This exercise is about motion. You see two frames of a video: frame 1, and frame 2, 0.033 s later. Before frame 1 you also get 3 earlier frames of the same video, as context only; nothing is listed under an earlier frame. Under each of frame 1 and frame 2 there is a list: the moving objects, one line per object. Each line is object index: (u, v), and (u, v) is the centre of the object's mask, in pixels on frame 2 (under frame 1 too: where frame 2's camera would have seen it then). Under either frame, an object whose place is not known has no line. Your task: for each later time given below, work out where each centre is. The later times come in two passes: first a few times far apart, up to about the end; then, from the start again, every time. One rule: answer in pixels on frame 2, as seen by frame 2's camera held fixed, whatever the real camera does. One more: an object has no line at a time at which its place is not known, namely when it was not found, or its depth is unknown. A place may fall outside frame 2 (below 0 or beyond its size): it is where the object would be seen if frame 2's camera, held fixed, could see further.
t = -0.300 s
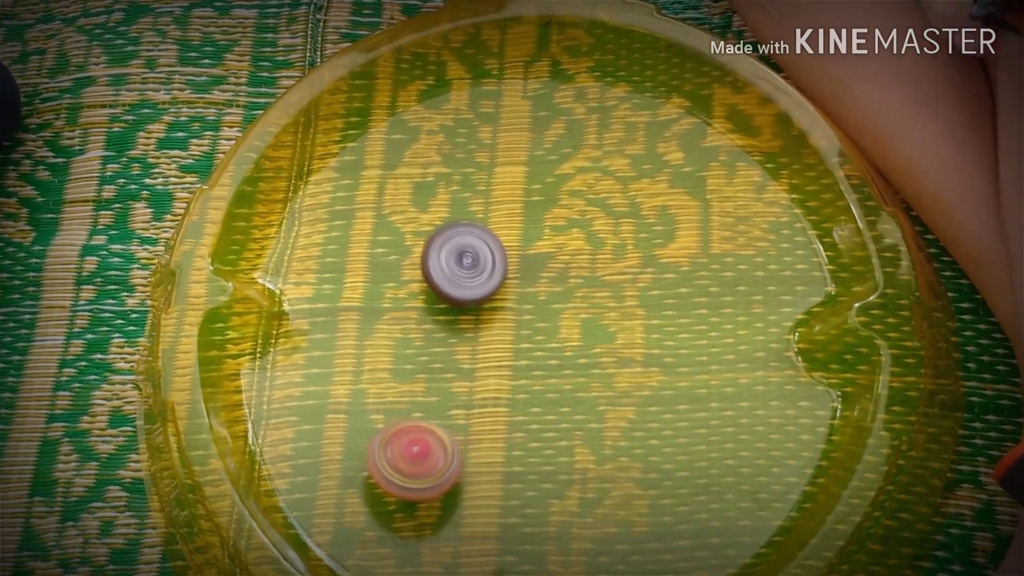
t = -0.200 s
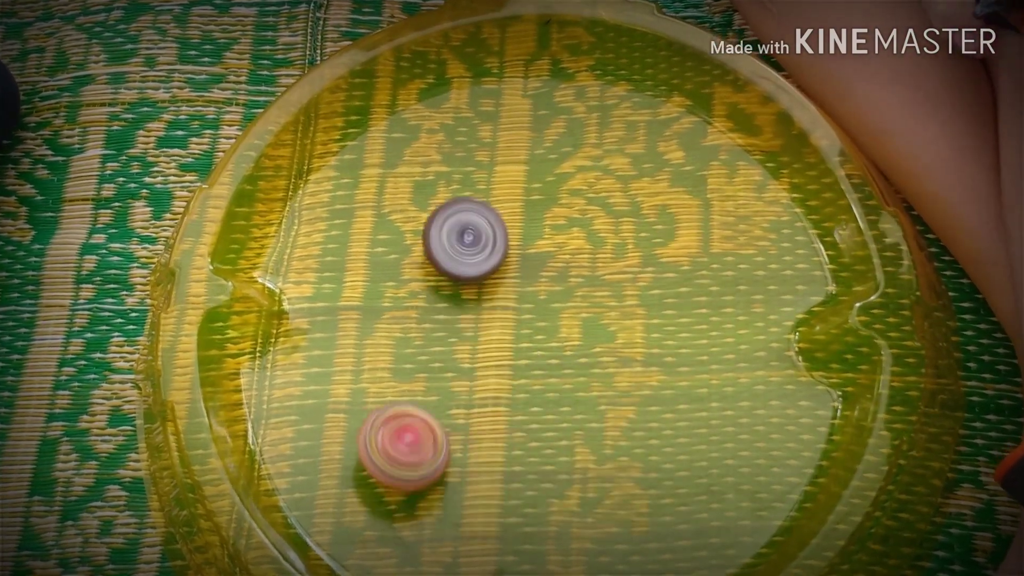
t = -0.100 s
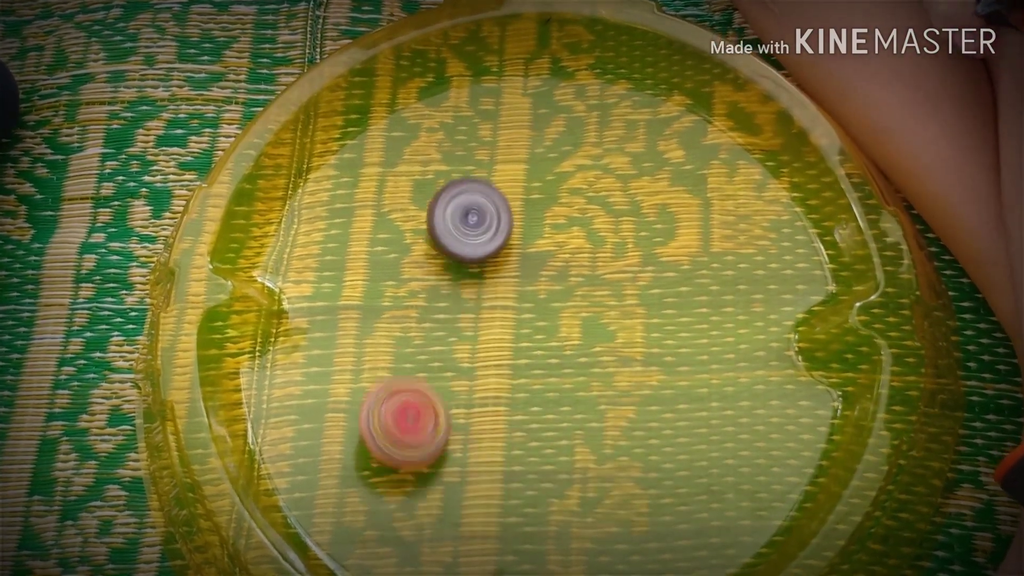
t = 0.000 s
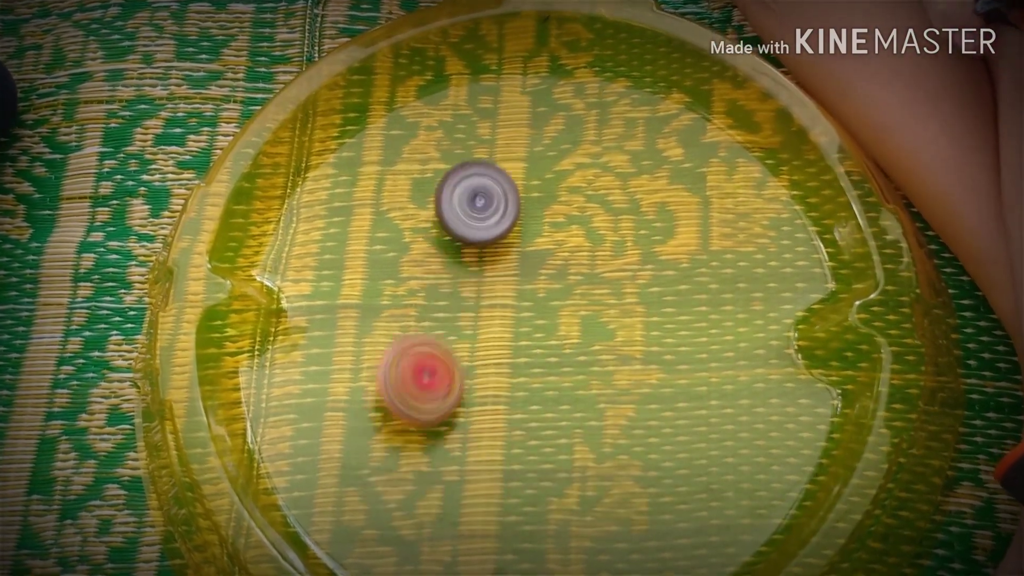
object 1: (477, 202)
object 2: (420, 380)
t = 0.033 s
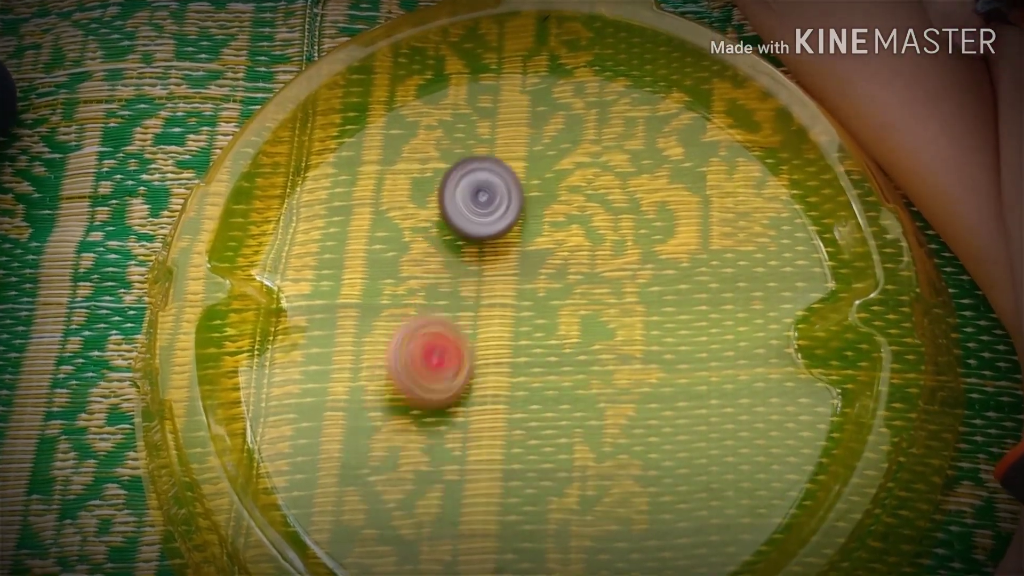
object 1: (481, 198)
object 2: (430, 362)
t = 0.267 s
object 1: (518, 153)
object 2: (517, 241)
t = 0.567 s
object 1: (585, 112)
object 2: (610, 225)
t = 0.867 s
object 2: (651, 260)
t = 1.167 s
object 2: (611, 315)
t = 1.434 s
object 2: (530, 325)
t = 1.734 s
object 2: (482, 284)
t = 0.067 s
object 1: (485, 193)
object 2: (440, 340)
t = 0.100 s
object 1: (489, 190)
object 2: (453, 317)
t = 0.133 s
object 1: (493, 187)
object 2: (467, 293)
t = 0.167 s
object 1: (498, 183)
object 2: (483, 271)
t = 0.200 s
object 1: (505, 171)
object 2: (493, 260)
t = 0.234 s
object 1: (512, 161)
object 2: (504, 250)
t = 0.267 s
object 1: (518, 153)
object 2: (517, 241)
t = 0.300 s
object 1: (527, 141)
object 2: (529, 239)
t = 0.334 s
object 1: (535, 133)
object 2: (540, 236)
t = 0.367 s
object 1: (543, 126)
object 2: (550, 233)
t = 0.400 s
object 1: (551, 120)
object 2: (561, 230)
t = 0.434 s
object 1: (558, 117)
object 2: (572, 226)
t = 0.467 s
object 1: (566, 114)
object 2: (582, 224)
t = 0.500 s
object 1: (572, 113)
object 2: (593, 223)
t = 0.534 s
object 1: (579, 112)
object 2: (602, 224)
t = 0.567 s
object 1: (585, 112)
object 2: (610, 225)
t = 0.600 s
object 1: (590, 113)
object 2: (619, 227)
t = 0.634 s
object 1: (594, 114)
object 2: (626, 229)
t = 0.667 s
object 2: (632, 231)
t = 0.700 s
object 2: (637, 235)
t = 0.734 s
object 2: (642, 239)
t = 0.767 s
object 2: (645, 244)
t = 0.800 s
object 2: (648, 249)
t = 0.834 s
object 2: (650, 255)
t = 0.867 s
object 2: (651, 260)
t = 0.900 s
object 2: (651, 266)
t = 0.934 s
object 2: (650, 272)
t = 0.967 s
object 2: (648, 279)
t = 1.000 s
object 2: (644, 285)
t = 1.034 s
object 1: (638, 177)
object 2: (640, 292)
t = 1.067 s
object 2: (635, 298)
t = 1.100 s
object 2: (628, 304)
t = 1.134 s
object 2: (620, 309)
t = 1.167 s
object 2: (611, 315)
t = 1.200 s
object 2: (602, 320)
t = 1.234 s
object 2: (592, 324)
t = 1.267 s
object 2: (582, 325)
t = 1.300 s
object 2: (572, 327)
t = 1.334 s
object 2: (561, 328)
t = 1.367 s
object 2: (551, 329)
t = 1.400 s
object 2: (540, 327)
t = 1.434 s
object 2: (530, 325)
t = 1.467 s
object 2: (521, 322)
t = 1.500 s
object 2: (514, 319)
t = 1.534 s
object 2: (506, 314)
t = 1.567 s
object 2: (499, 310)
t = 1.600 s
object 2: (493, 305)
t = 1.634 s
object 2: (489, 300)
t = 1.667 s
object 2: (486, 295)
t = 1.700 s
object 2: (483, 290)
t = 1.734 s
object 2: (482, 284)
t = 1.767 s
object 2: (482, 279)
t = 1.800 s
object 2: (482, 275)
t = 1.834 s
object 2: (484, 270)
